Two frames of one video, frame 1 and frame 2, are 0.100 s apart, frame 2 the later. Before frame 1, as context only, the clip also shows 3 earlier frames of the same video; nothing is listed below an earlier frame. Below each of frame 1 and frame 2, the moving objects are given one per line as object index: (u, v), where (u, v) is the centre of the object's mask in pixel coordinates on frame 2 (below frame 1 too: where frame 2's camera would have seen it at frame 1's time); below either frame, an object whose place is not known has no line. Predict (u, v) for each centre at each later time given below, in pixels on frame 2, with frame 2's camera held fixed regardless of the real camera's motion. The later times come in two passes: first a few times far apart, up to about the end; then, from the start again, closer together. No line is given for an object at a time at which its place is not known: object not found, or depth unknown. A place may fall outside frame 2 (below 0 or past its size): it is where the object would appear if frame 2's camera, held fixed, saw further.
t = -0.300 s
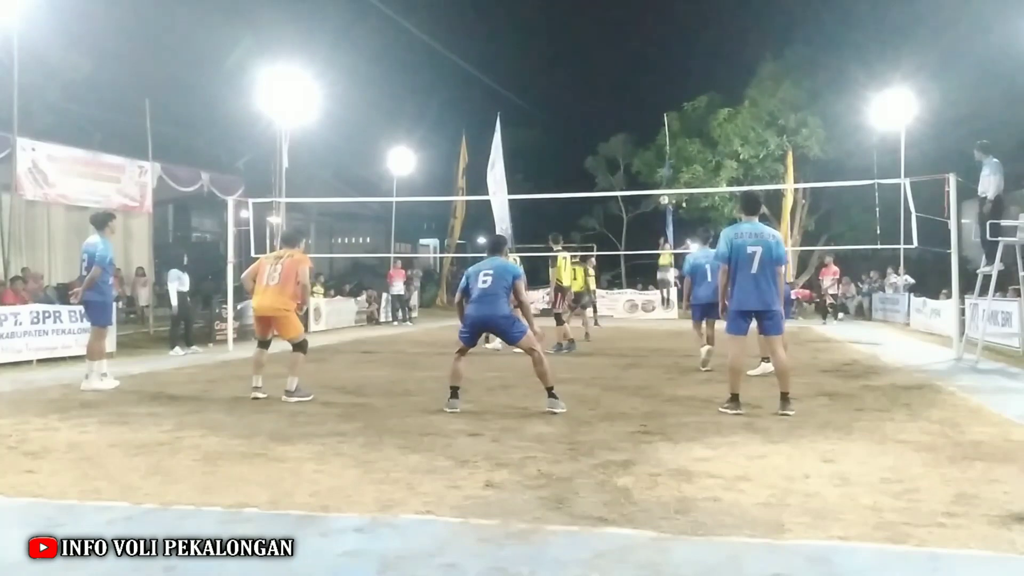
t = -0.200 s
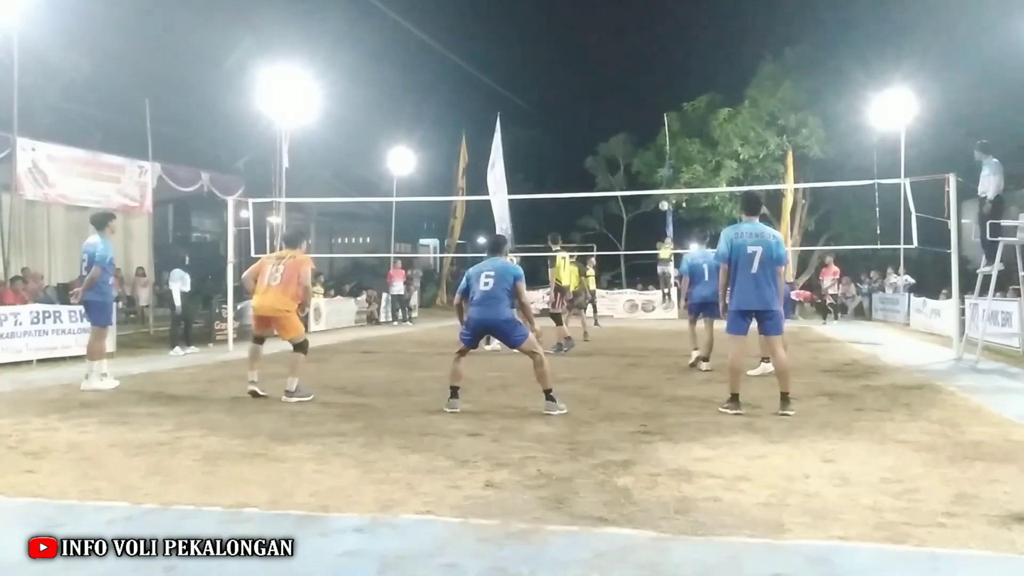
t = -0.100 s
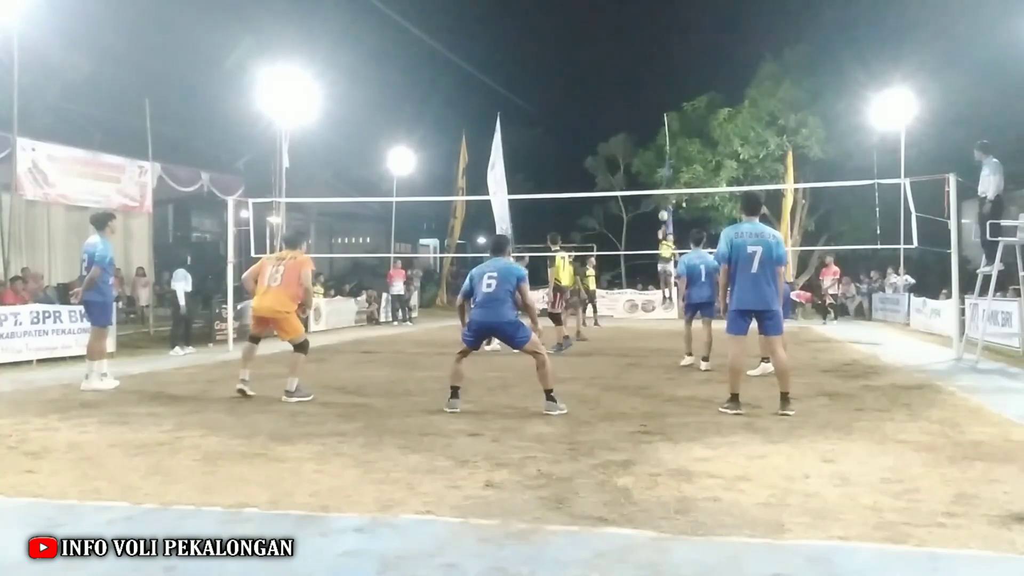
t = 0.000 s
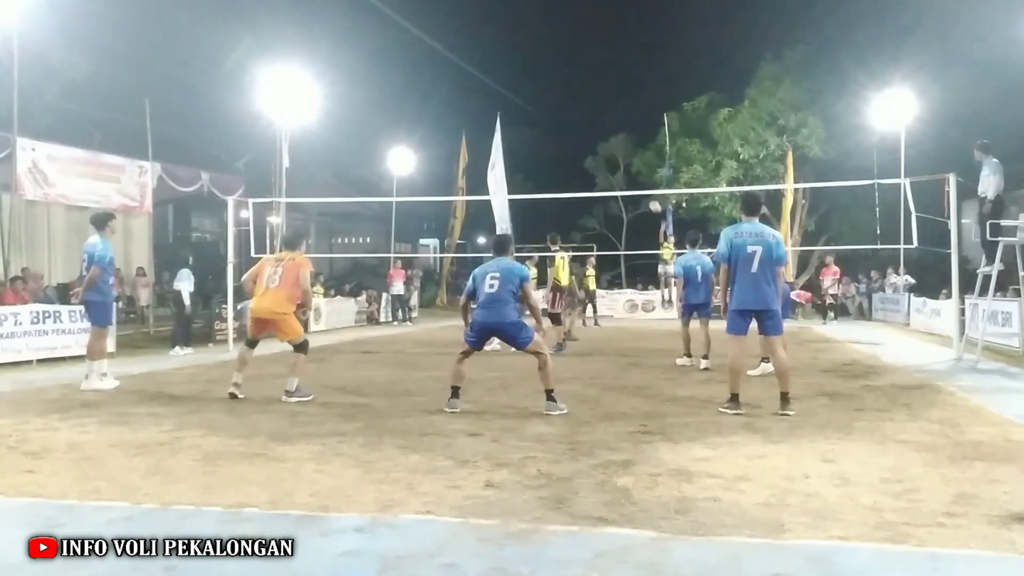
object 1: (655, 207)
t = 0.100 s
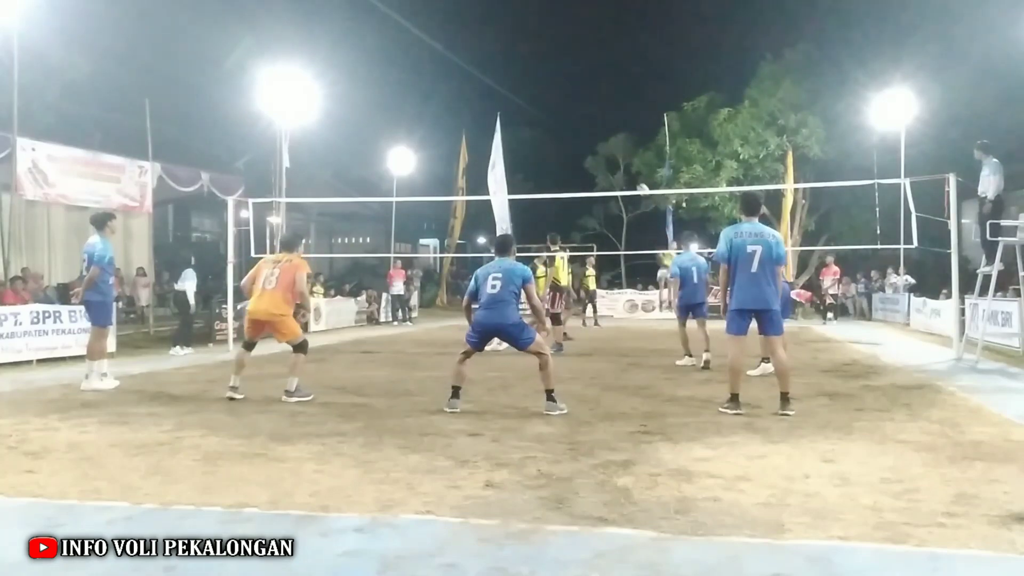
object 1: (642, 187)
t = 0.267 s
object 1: (617, 169)
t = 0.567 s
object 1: (550, 165)
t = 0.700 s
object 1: (507, 188)
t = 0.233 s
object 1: (623, 173)
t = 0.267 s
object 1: (617, 169)
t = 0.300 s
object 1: (612, 167)
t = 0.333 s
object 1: (605, 164)
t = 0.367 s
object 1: (598, 162)
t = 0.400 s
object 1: (591, 161)
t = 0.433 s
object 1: (584, 160)
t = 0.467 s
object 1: (577, 160)
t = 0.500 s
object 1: (569, 160)
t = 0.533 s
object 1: (560, 162)
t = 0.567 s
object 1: (550, 165)
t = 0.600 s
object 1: (540, 169)
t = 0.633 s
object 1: (529, 174)
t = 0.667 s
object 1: (518, 180)
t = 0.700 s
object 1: (507, 188)
